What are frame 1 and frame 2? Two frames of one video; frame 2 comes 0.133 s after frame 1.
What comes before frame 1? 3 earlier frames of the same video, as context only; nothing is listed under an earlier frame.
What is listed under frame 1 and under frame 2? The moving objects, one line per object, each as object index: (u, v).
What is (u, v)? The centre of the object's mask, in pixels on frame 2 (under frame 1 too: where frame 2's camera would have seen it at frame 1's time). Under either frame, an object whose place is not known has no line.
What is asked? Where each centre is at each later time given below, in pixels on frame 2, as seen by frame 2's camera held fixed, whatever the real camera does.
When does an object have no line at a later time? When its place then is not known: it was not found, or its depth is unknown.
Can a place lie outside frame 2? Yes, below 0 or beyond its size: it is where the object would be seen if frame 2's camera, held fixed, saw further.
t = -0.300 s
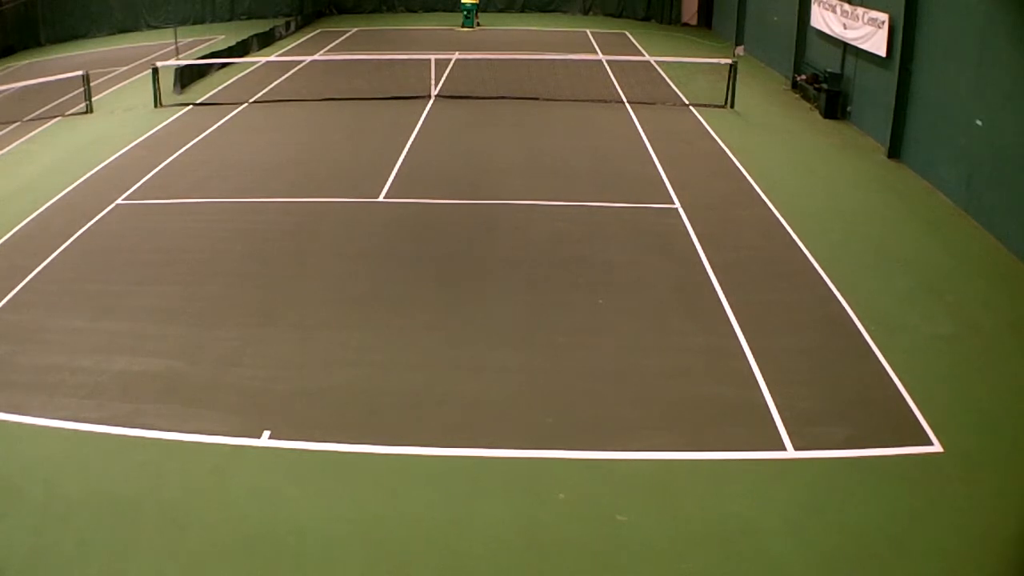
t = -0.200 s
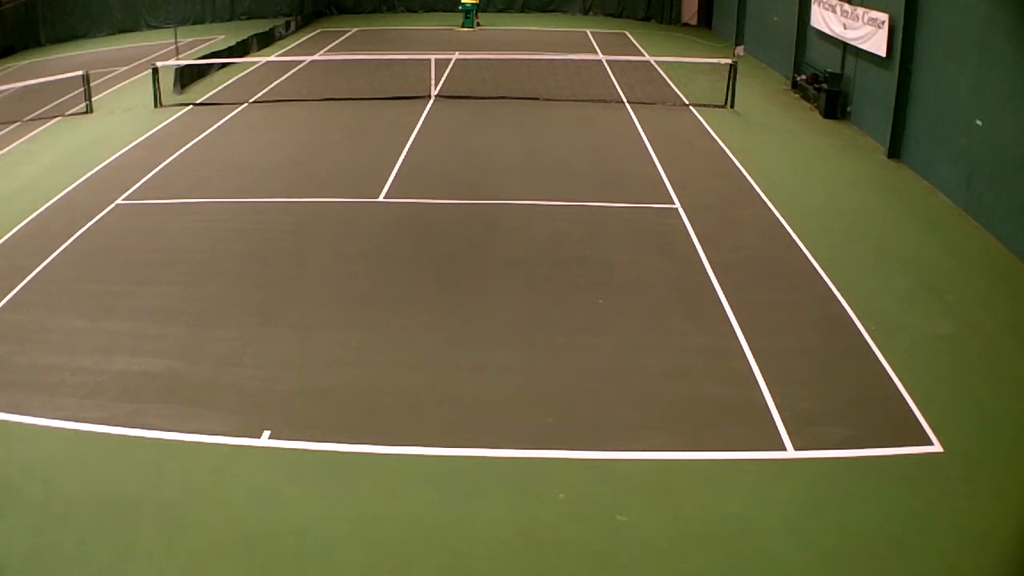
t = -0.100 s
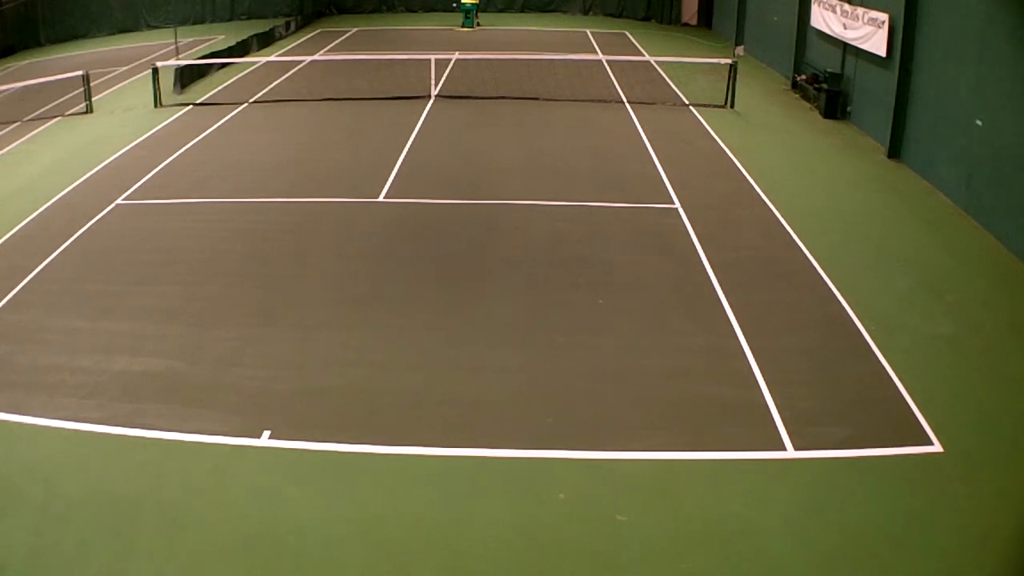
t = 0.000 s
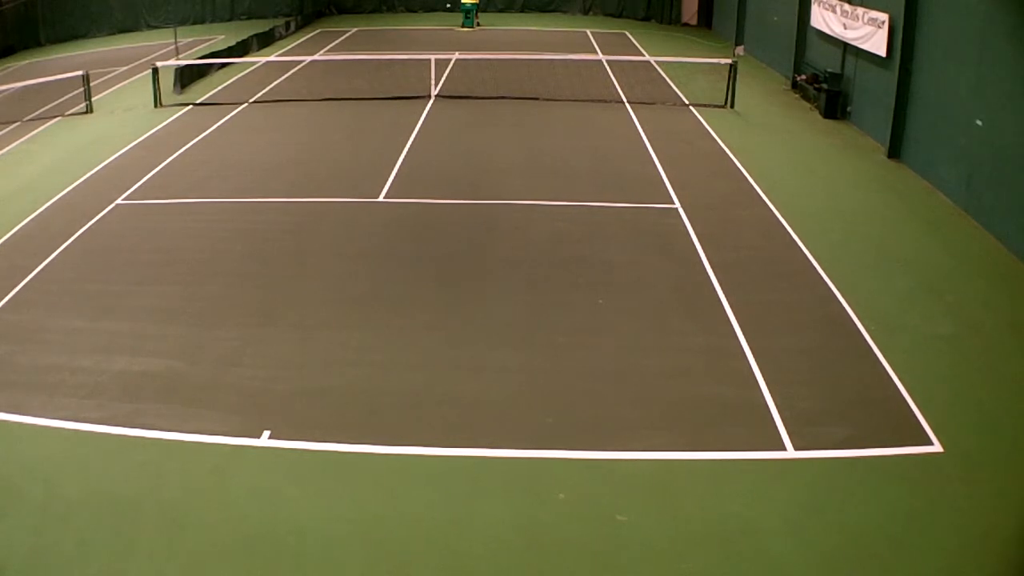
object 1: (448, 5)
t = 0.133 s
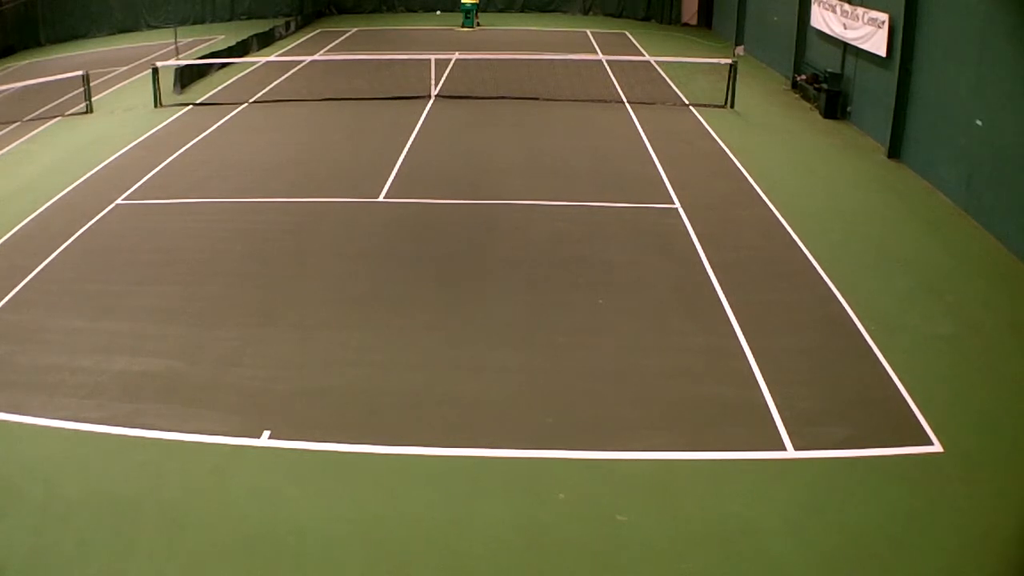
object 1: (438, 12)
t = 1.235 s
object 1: (298, 229)
